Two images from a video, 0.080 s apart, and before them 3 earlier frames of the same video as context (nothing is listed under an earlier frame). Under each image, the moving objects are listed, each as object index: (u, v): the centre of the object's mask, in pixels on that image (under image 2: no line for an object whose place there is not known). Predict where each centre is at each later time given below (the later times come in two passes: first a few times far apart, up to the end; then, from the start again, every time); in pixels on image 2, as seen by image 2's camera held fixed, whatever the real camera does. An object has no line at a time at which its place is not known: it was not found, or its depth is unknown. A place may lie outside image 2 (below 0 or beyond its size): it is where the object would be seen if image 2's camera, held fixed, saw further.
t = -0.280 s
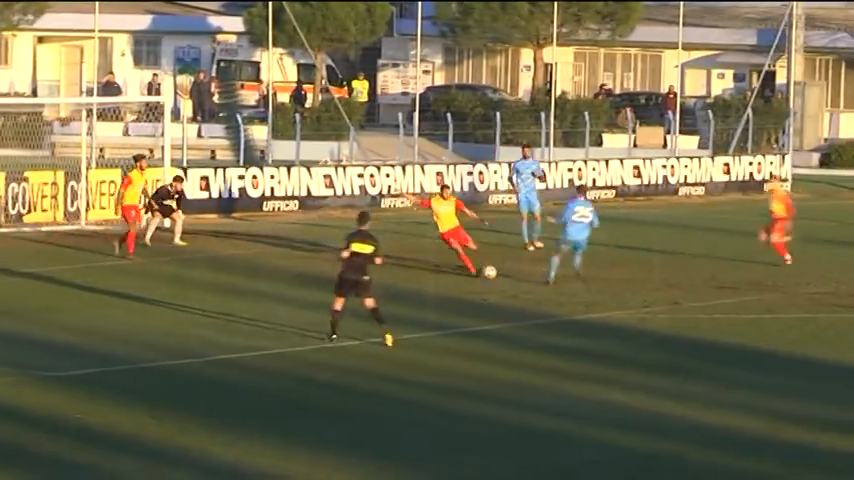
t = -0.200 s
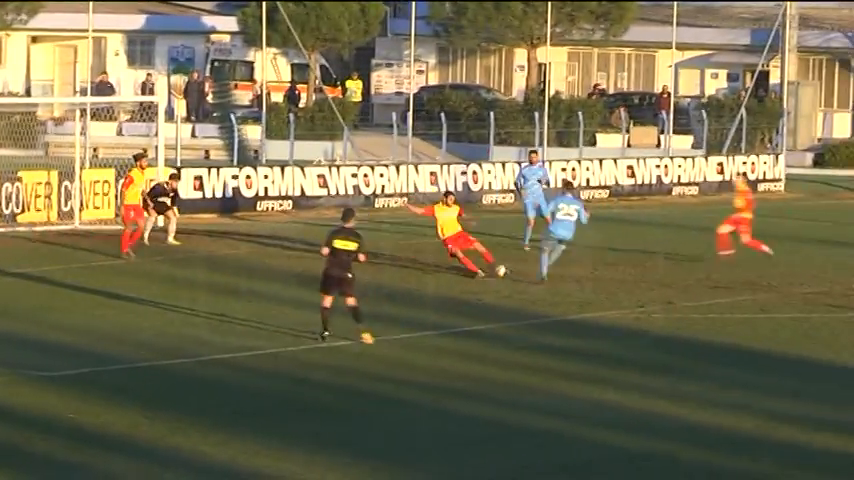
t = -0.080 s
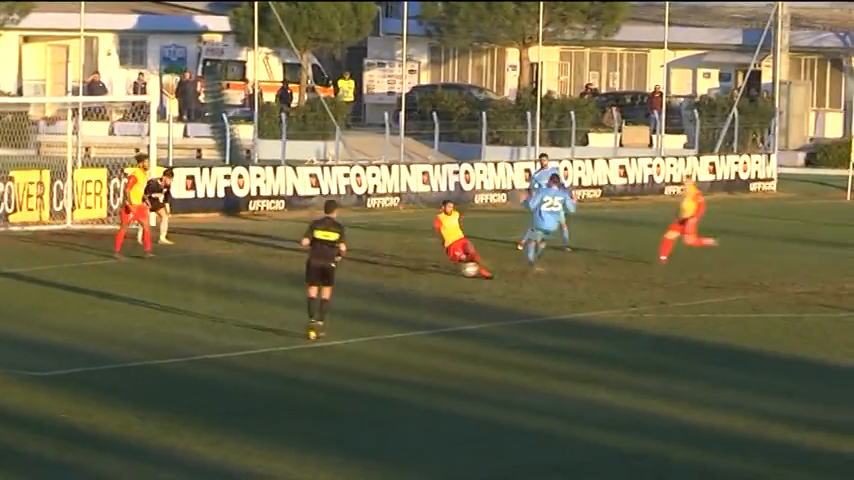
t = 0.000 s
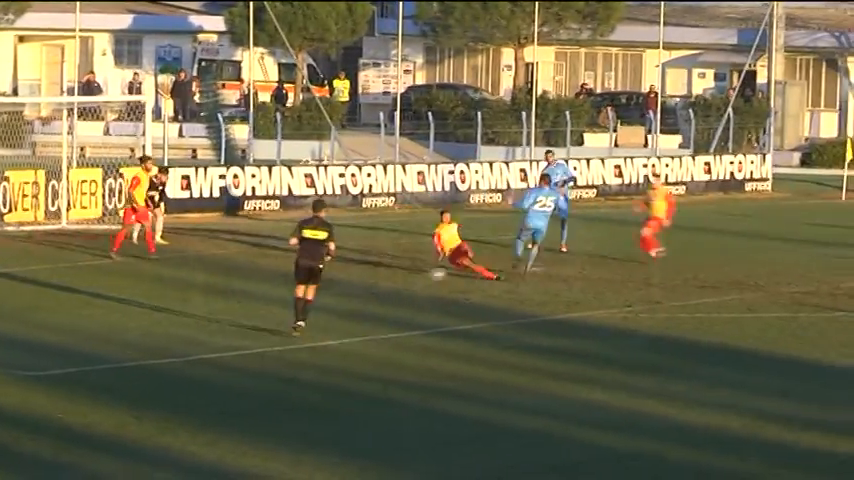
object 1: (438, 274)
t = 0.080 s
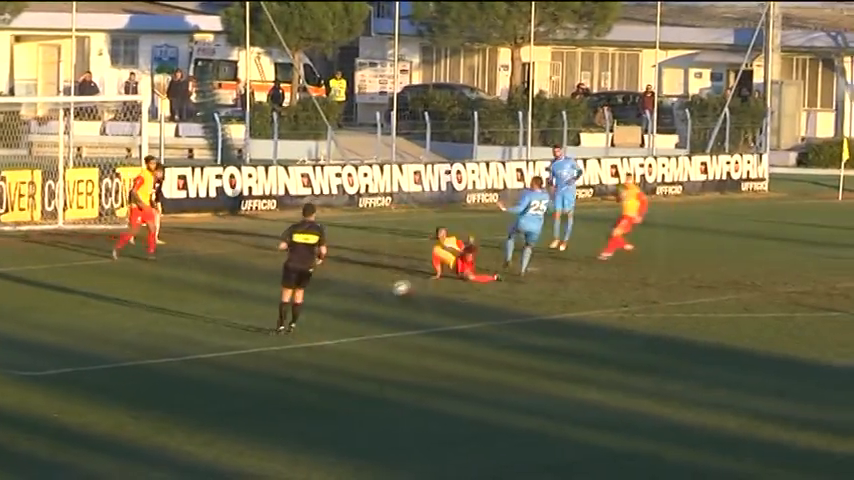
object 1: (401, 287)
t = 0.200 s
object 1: (346, 320)
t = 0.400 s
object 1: (248, 324)
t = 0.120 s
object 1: (384, 295)
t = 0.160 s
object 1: (364, 307)
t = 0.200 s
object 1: (346, 320)
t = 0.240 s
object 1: (329, 319)
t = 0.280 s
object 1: (310, 317)
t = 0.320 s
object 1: (289, 317)
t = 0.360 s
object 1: (269, 320)
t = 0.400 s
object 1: (248, 324)
